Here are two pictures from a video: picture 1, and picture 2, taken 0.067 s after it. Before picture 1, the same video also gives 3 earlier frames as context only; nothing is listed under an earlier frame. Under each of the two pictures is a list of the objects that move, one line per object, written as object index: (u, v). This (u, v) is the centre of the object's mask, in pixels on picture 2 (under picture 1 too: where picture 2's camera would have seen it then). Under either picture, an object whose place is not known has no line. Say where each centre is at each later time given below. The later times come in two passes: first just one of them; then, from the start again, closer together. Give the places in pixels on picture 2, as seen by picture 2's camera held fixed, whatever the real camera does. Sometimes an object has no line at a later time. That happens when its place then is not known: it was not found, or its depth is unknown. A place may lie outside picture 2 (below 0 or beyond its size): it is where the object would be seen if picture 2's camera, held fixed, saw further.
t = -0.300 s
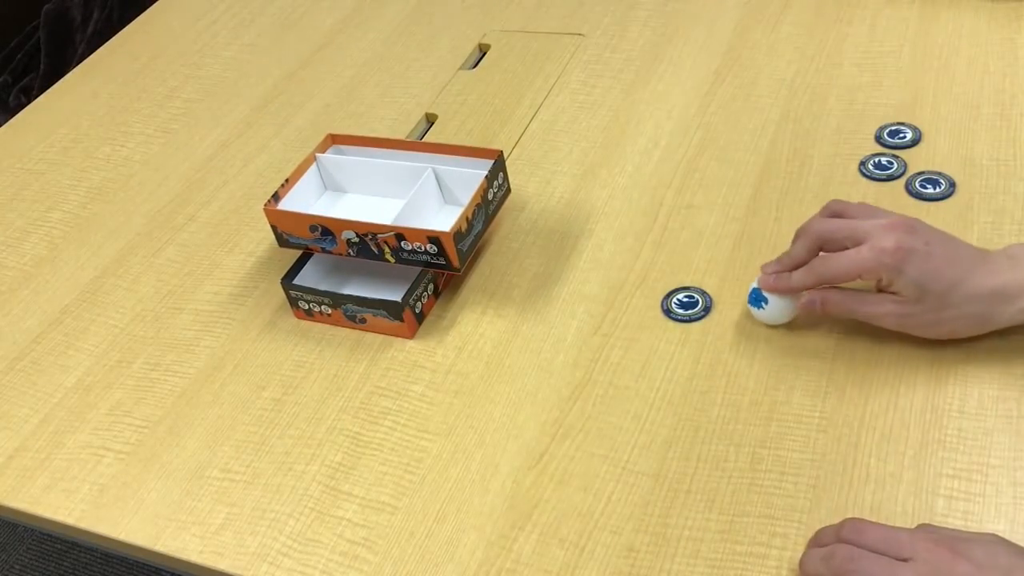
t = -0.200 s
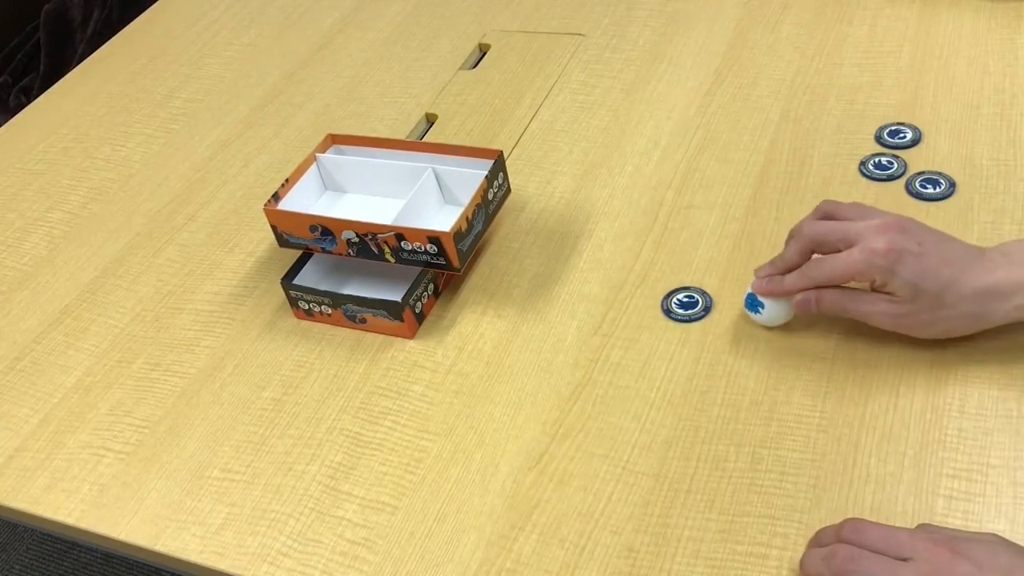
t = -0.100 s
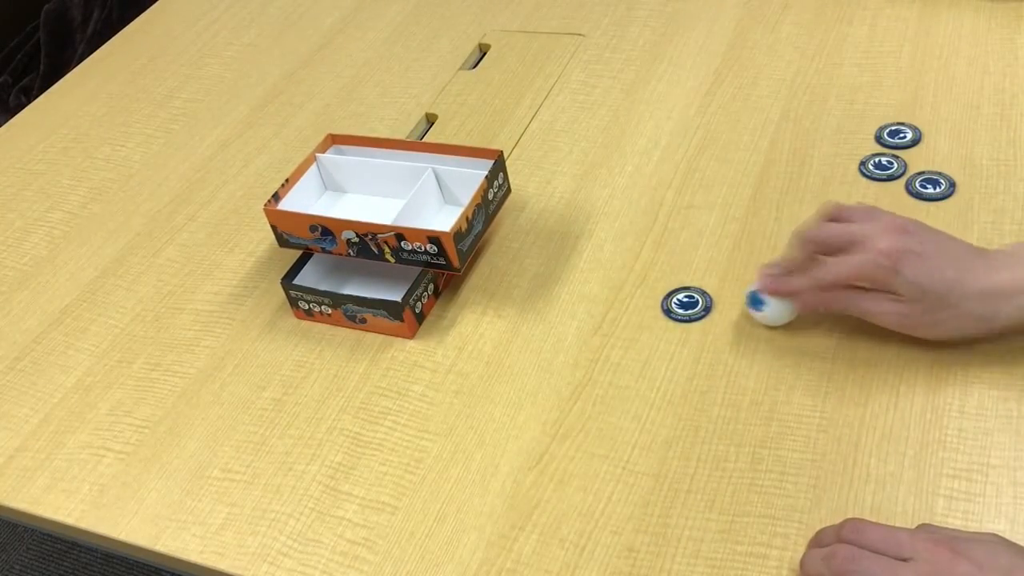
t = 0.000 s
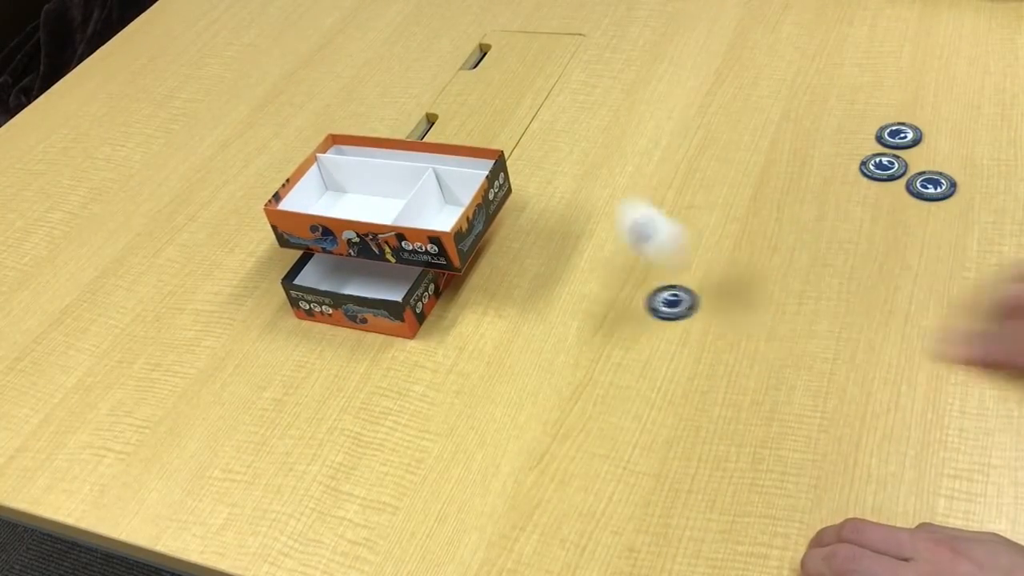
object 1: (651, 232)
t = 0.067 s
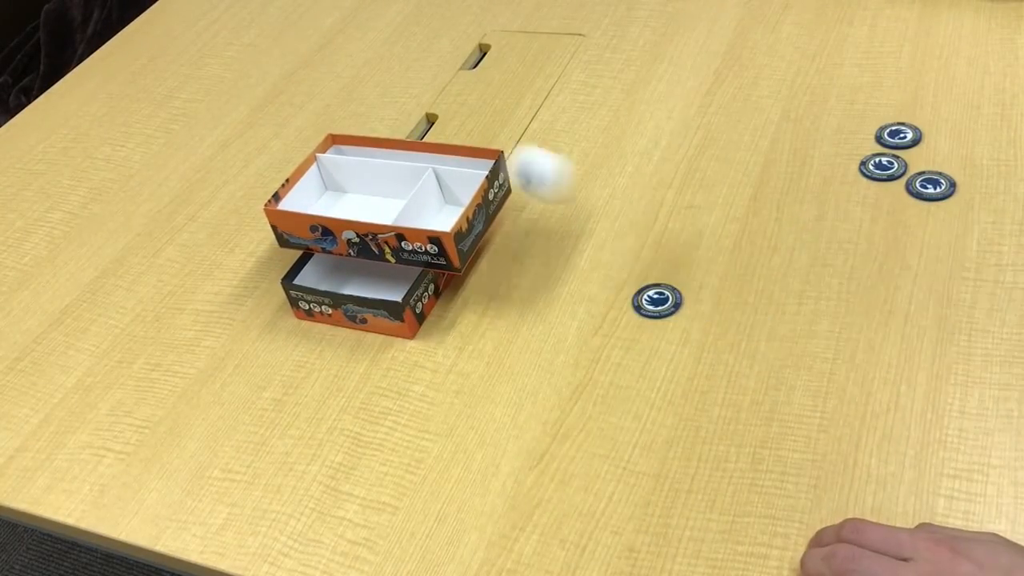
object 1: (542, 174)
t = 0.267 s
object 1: (330, 190)
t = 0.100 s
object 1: (489, 159)
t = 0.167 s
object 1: (407, 161)
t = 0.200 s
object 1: (374, 163)
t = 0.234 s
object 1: (348, 171)
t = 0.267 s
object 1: (330, 190)
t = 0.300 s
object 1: (343, 192)
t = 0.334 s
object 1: (362, 196)
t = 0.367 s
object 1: (386, 196)
